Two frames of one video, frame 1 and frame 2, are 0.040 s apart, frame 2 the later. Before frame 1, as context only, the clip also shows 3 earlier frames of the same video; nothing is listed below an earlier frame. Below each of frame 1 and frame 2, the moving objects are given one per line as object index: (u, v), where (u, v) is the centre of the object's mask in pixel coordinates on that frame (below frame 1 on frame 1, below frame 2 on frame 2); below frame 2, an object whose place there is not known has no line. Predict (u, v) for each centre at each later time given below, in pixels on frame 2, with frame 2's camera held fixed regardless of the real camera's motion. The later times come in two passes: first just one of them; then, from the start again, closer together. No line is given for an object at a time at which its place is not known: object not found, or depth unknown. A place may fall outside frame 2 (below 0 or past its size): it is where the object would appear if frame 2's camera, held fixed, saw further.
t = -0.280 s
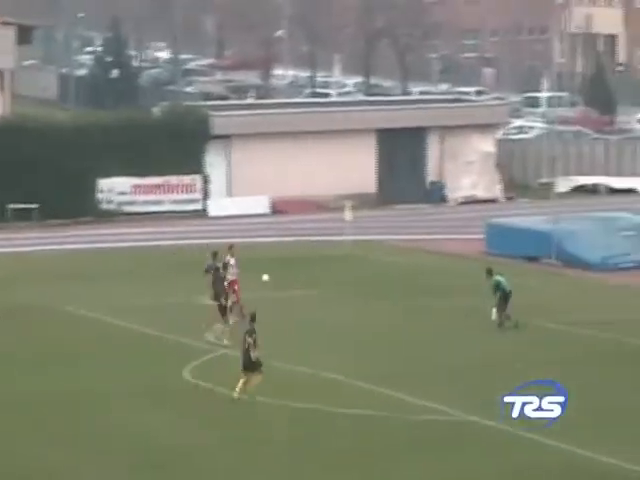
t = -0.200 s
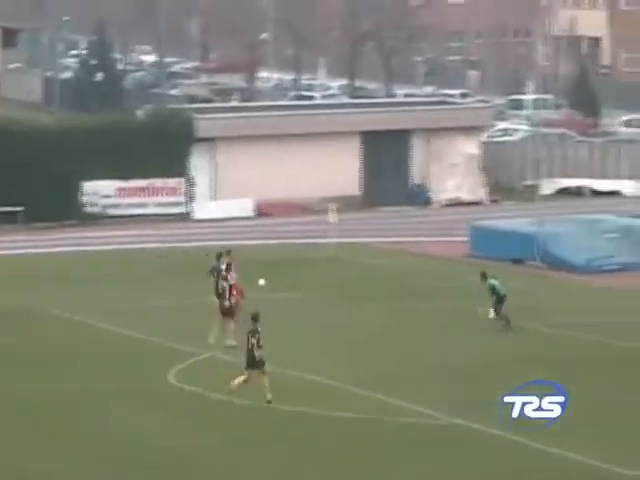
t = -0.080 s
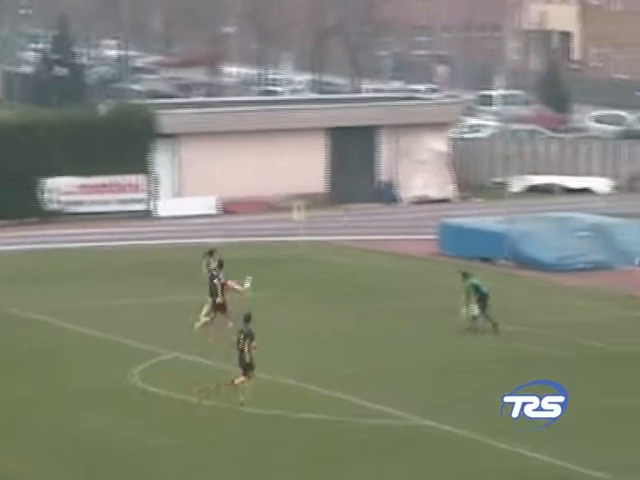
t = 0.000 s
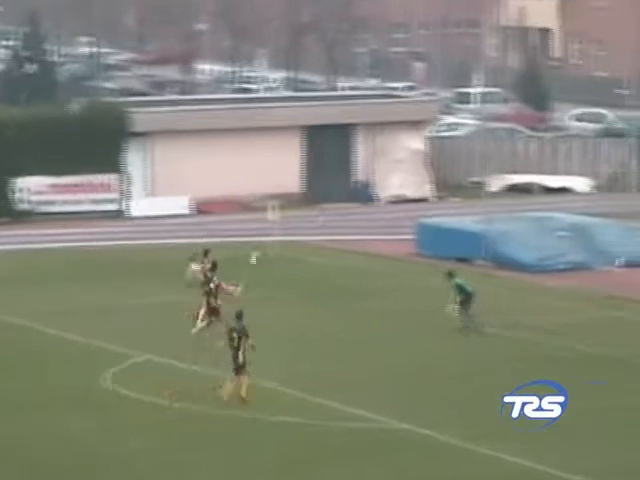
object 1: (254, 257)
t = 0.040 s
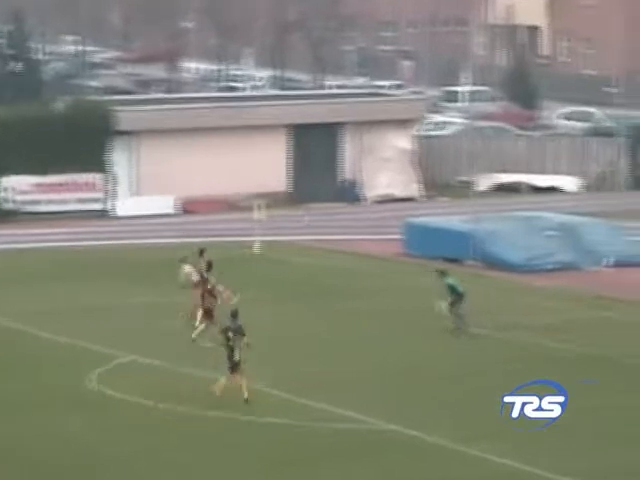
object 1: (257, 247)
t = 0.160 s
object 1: (305, 218)
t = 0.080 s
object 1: (274, 235)
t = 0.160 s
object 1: (305, 218)
